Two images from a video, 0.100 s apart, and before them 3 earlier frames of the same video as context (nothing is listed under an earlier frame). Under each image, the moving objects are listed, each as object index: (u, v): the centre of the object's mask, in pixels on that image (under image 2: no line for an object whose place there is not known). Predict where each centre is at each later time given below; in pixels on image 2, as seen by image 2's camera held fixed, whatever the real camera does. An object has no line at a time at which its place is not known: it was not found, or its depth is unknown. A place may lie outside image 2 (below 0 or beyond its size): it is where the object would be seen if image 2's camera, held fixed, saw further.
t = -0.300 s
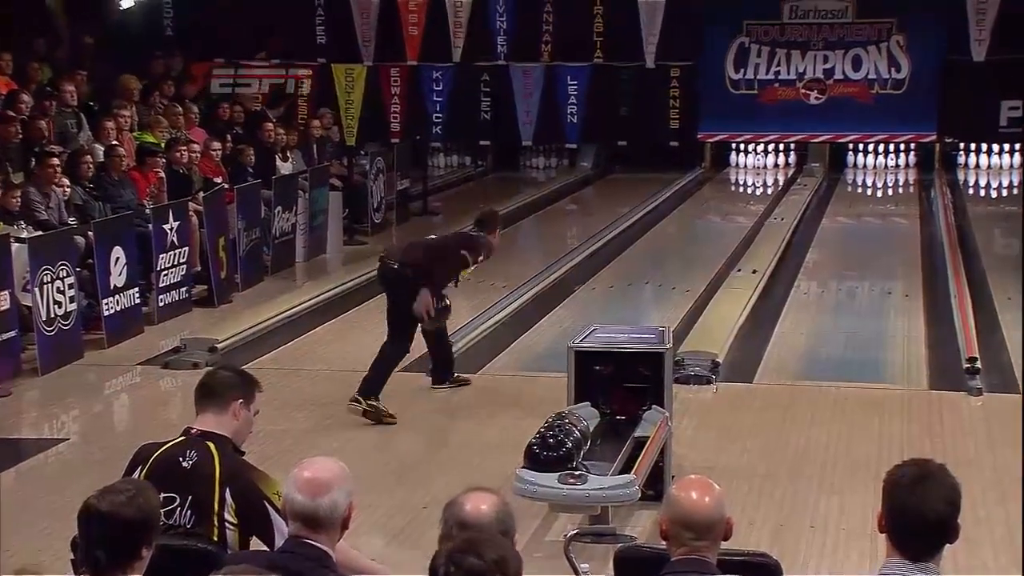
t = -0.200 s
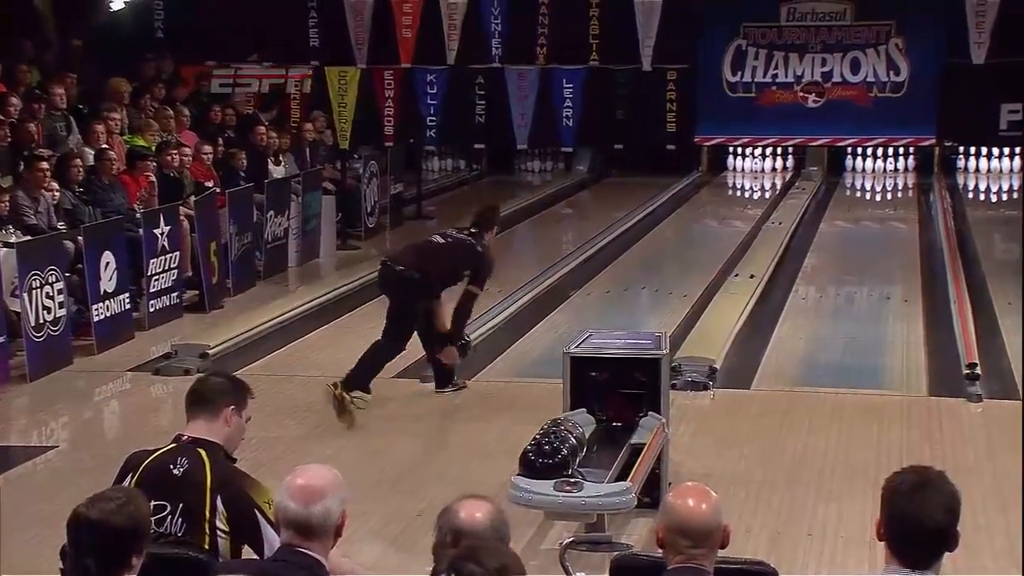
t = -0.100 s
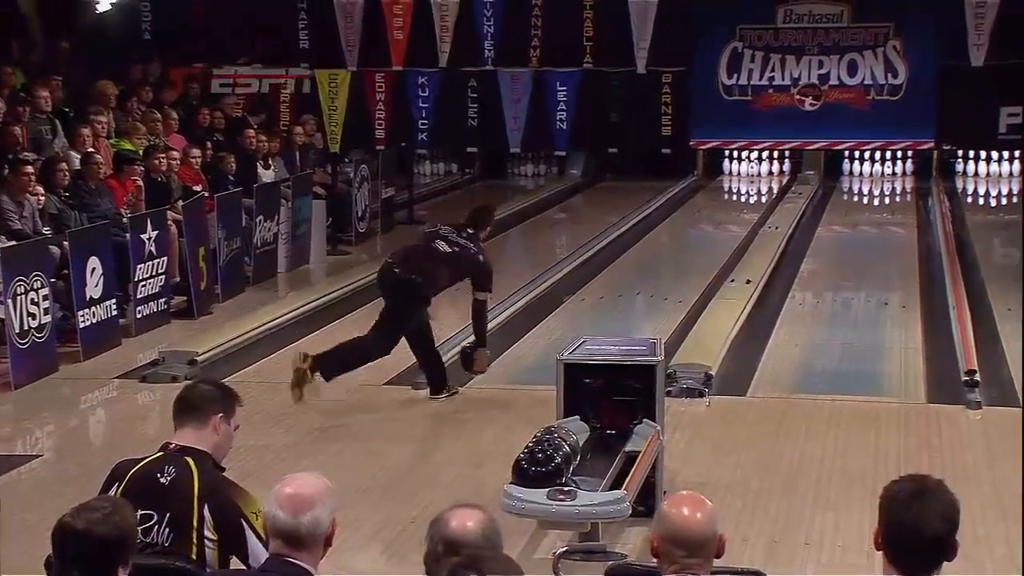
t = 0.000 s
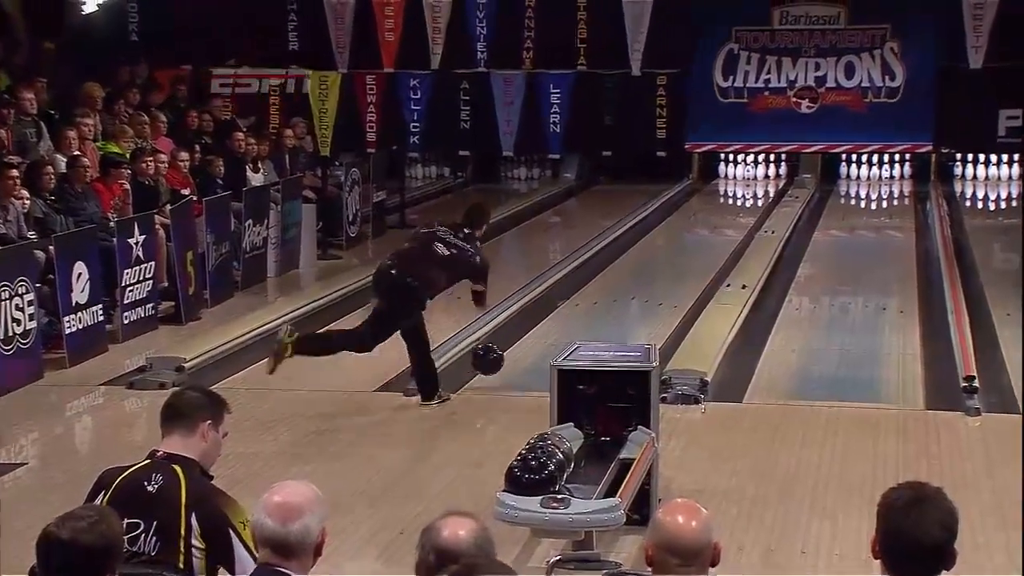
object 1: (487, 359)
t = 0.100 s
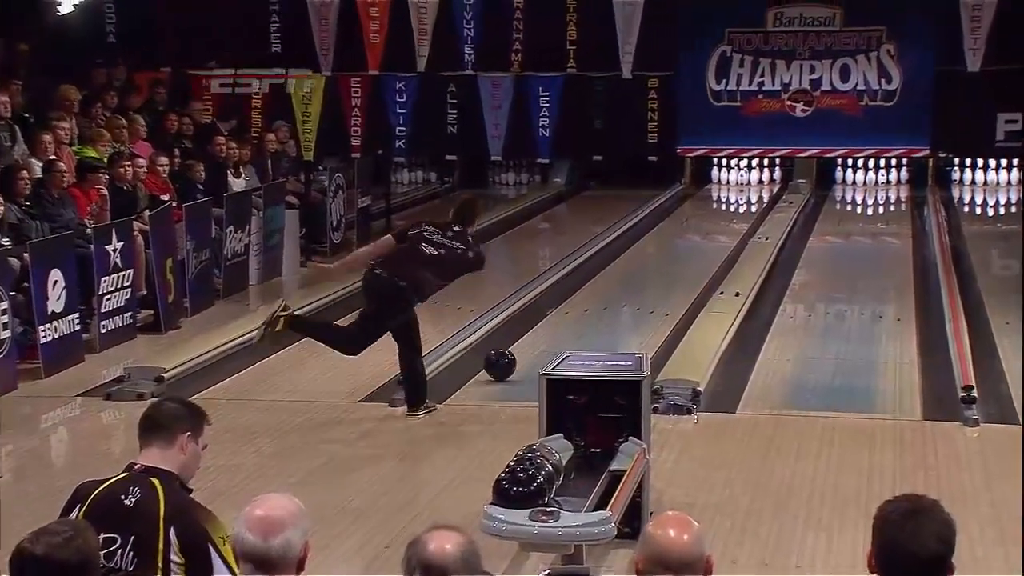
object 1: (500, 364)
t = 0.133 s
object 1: (506, 360)
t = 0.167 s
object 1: (512, 357)
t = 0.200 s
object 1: (517, 354)
